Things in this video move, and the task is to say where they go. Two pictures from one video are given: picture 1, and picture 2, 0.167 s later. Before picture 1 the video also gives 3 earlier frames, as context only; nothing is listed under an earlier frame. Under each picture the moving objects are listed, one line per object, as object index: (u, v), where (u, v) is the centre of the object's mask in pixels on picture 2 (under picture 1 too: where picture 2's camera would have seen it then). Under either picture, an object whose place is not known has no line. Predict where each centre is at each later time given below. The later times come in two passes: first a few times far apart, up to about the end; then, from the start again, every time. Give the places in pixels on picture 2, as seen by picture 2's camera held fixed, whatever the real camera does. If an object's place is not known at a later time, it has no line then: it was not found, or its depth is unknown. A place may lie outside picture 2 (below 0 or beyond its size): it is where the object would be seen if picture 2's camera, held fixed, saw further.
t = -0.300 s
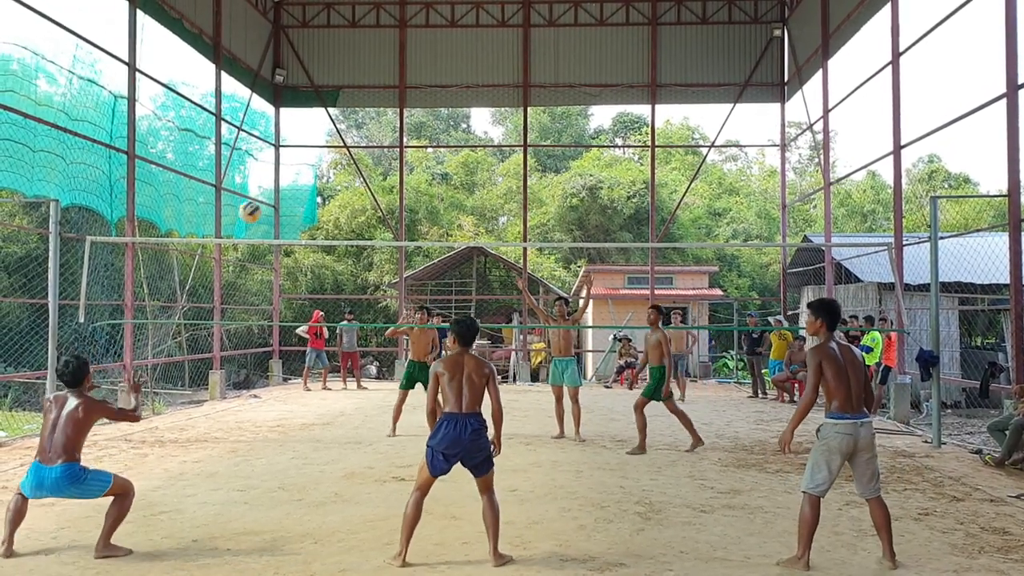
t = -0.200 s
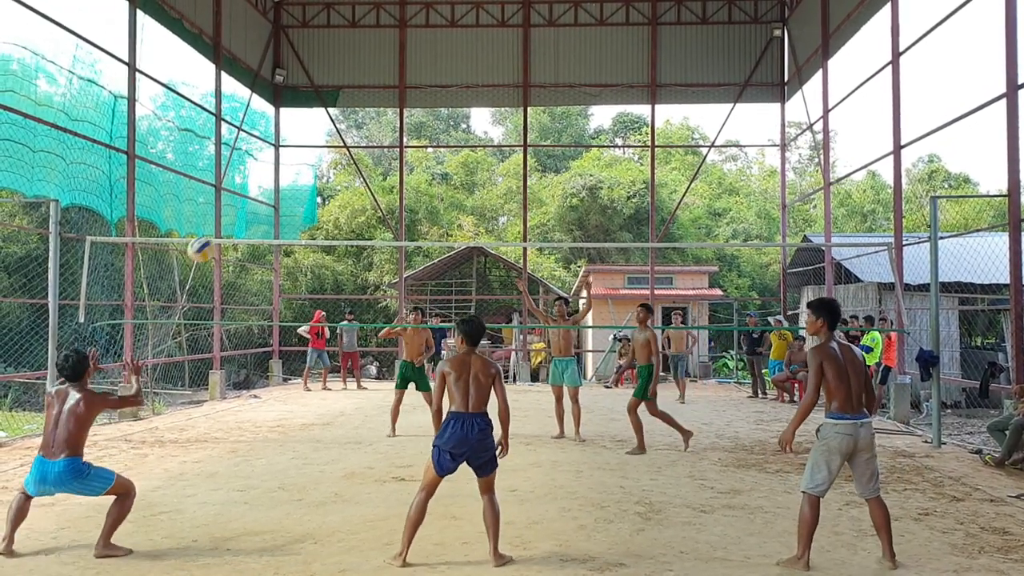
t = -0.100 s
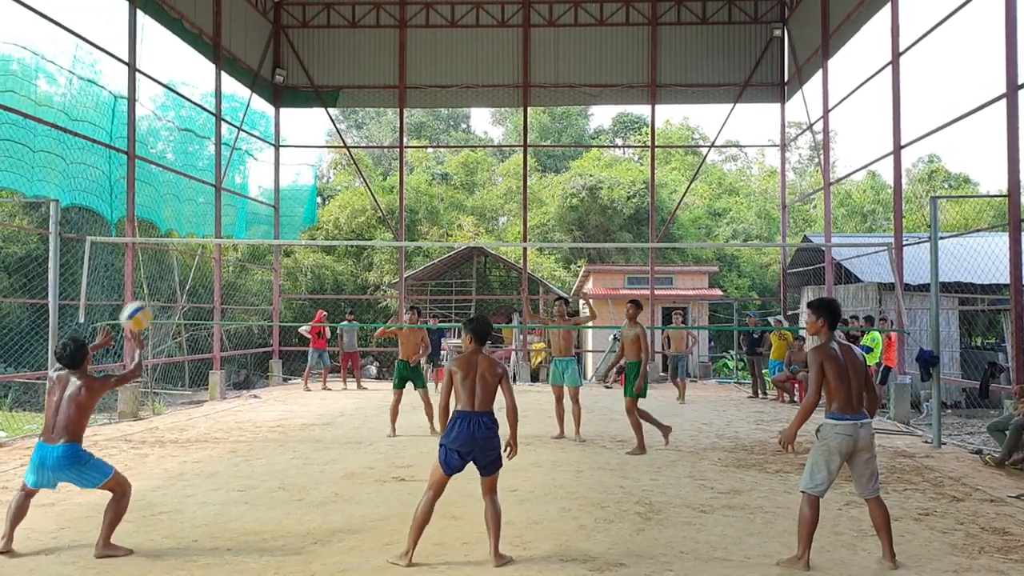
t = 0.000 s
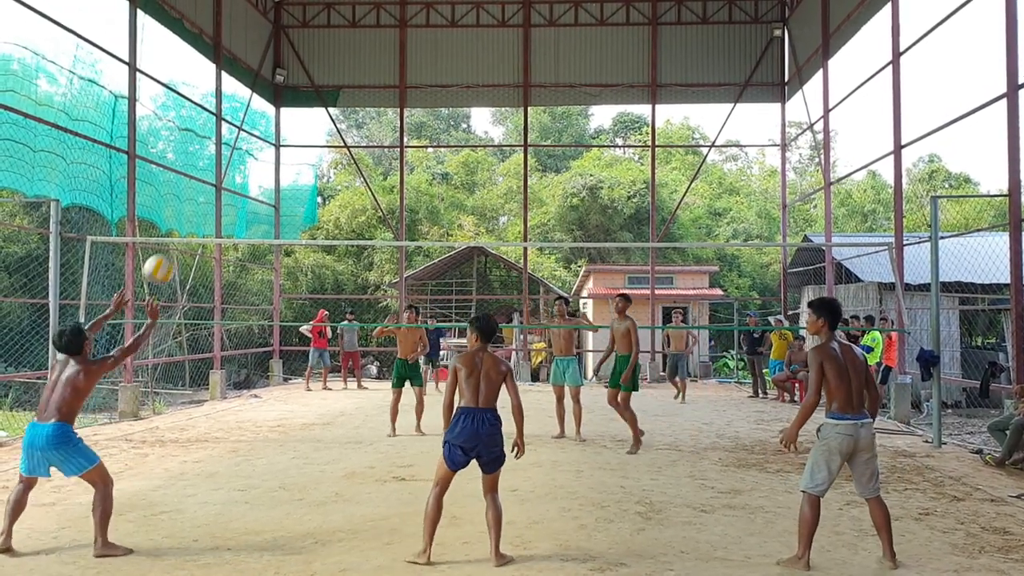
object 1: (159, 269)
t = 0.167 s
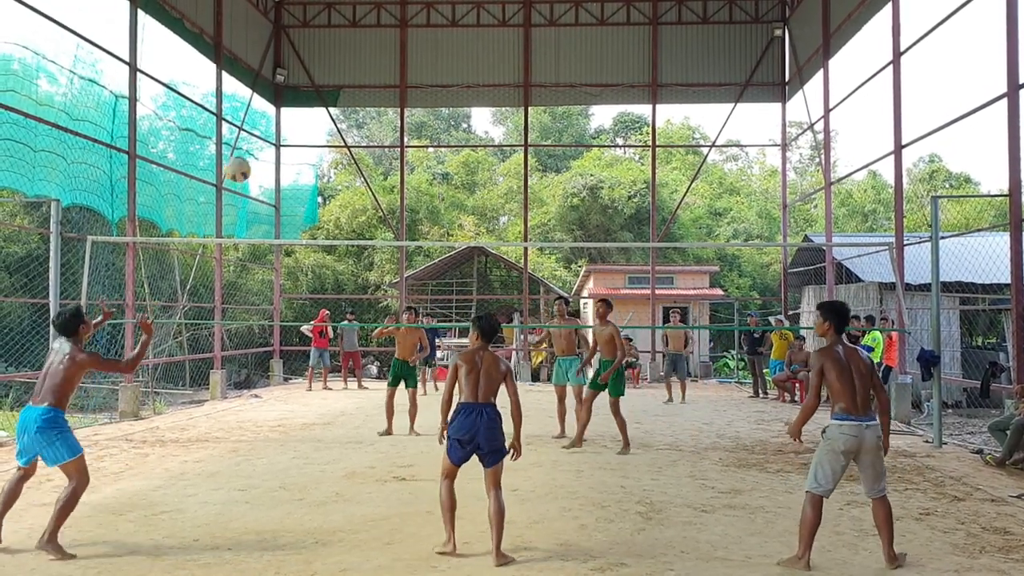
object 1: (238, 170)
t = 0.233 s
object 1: (266, 142)
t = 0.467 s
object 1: (348, 98)
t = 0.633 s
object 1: (399, 105)
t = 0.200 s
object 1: (252, 155)
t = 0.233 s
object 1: (266, 142)
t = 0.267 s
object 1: (278, 132)
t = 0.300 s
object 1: (290, 122)
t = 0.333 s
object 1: (303, 114)
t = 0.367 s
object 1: (315, 108)
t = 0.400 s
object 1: (326, 103)
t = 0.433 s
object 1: (337, 100)
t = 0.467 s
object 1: (348, 98)
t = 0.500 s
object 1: (359, 97)
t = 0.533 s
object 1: (369, 97)
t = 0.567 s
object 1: (379, 99)
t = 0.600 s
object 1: (389, 101)
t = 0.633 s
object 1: (399, 105)
